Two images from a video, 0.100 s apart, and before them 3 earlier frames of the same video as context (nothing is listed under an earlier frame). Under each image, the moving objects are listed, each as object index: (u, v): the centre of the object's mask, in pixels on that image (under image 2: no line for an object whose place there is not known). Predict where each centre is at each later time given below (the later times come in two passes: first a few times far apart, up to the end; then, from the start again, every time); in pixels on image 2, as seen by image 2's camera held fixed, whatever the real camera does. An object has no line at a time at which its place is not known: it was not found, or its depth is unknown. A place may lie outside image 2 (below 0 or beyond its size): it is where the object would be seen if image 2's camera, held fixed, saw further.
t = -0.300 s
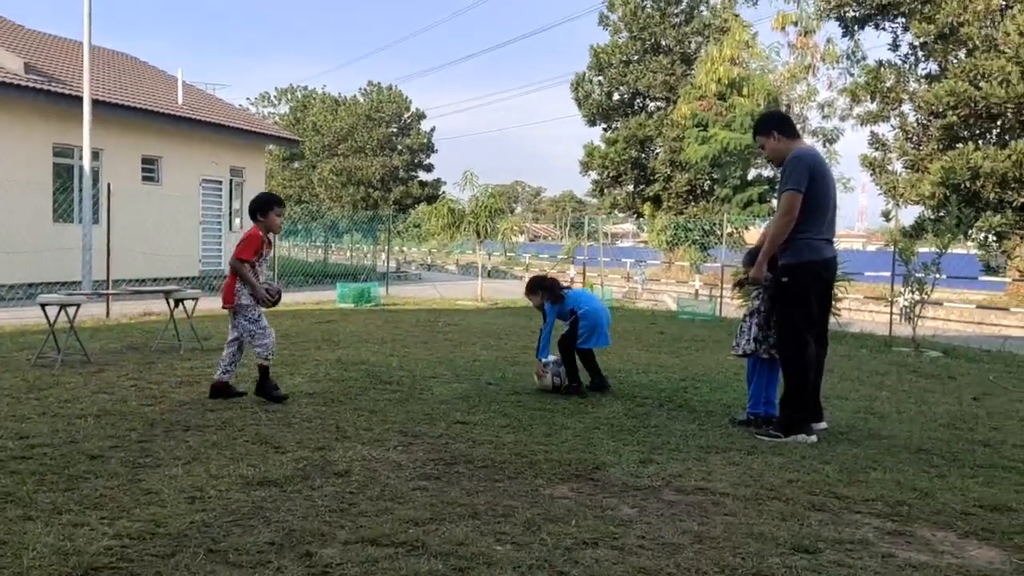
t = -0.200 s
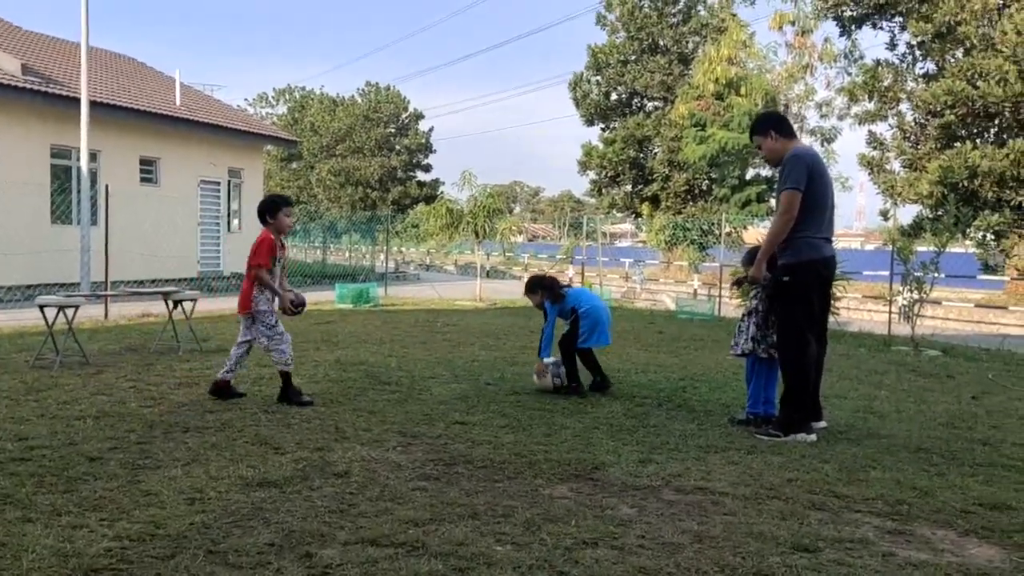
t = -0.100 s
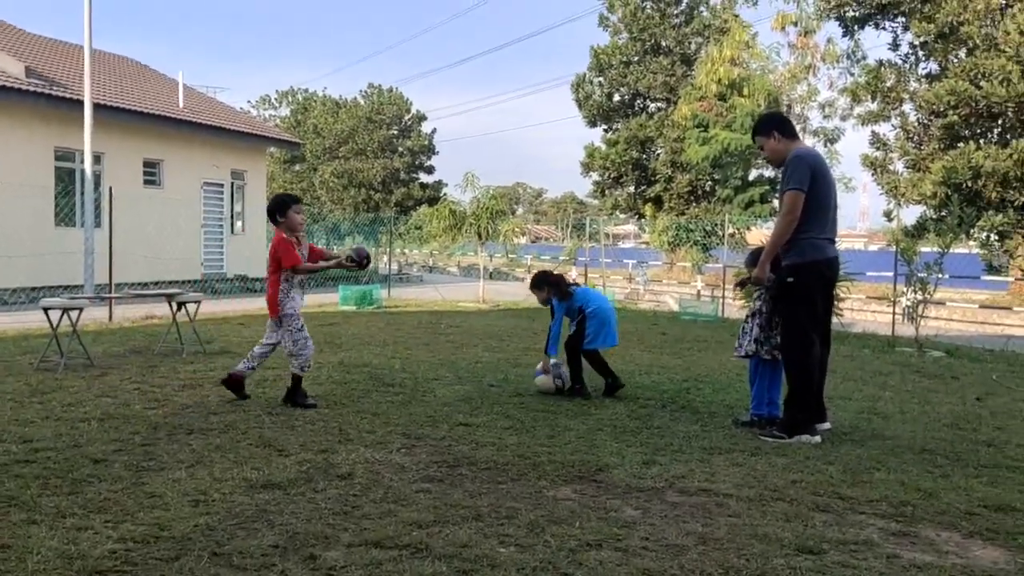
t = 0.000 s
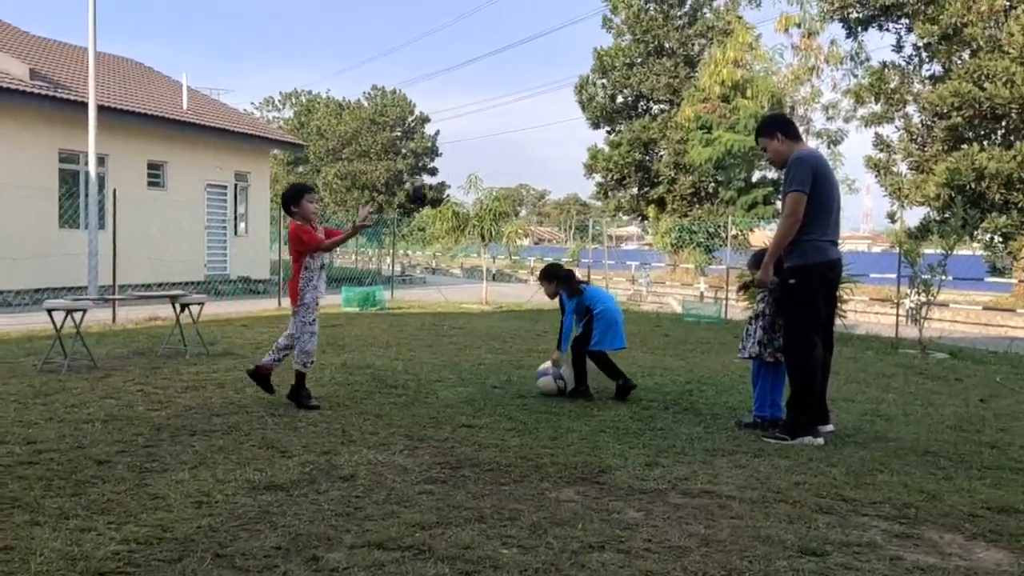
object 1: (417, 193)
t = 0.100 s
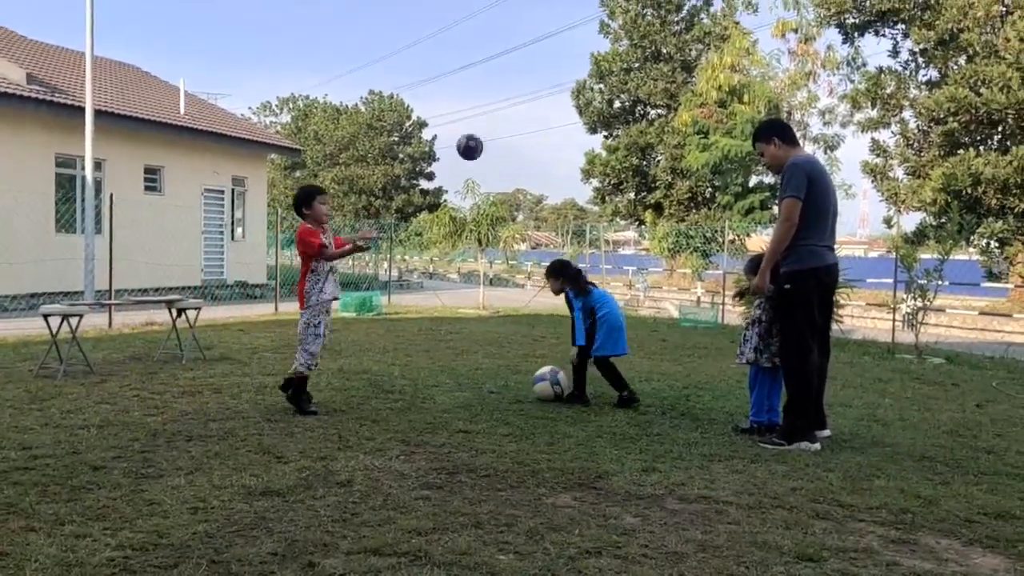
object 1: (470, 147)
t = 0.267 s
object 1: (564, 103)
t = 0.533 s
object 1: (716, 145)
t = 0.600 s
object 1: (755, 177)
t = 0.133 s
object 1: (488, 134)
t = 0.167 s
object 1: (507, 123)
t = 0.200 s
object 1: (526, 114)
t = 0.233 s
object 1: (545, 108)
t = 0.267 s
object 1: (564, 103)
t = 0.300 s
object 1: (582, 101)
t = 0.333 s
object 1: (602, 101)
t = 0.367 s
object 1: (622, 103)
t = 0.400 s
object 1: (640, 108)
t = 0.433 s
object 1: (660, 114)
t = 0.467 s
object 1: (678, 123)
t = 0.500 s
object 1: (697, 133)
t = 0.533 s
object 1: (716, 145)
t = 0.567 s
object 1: (734, 162)
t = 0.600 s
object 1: (755, 177)
